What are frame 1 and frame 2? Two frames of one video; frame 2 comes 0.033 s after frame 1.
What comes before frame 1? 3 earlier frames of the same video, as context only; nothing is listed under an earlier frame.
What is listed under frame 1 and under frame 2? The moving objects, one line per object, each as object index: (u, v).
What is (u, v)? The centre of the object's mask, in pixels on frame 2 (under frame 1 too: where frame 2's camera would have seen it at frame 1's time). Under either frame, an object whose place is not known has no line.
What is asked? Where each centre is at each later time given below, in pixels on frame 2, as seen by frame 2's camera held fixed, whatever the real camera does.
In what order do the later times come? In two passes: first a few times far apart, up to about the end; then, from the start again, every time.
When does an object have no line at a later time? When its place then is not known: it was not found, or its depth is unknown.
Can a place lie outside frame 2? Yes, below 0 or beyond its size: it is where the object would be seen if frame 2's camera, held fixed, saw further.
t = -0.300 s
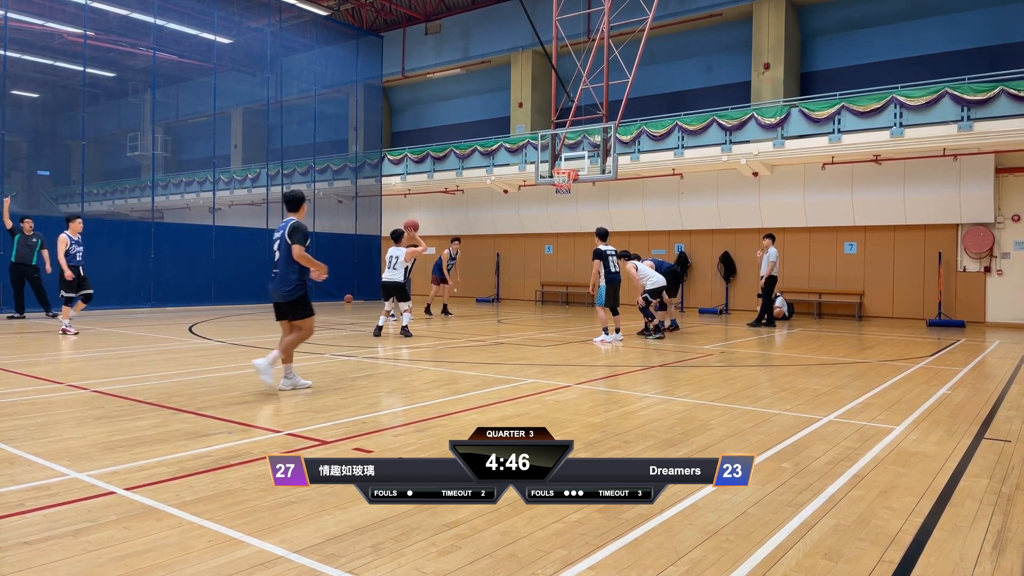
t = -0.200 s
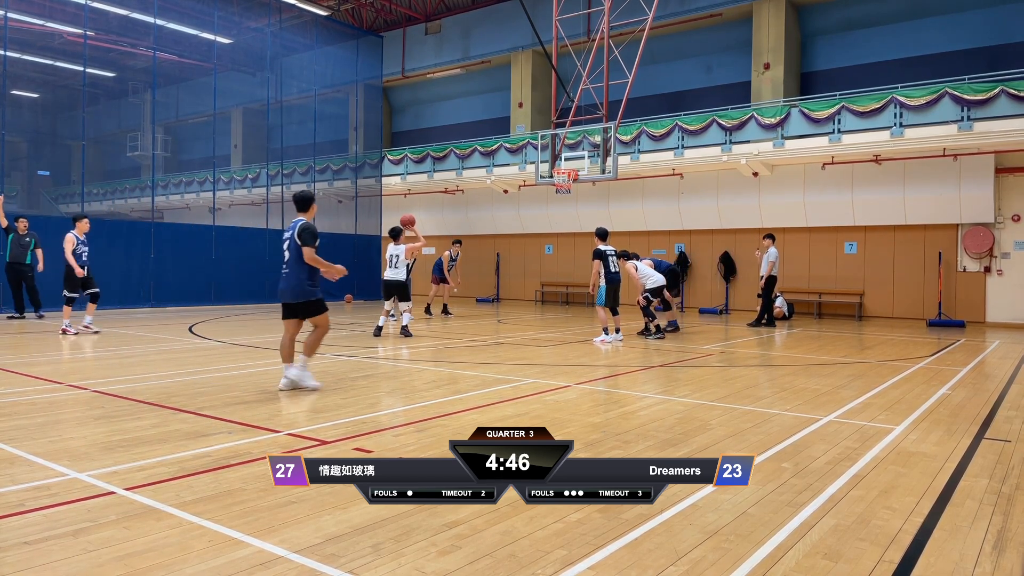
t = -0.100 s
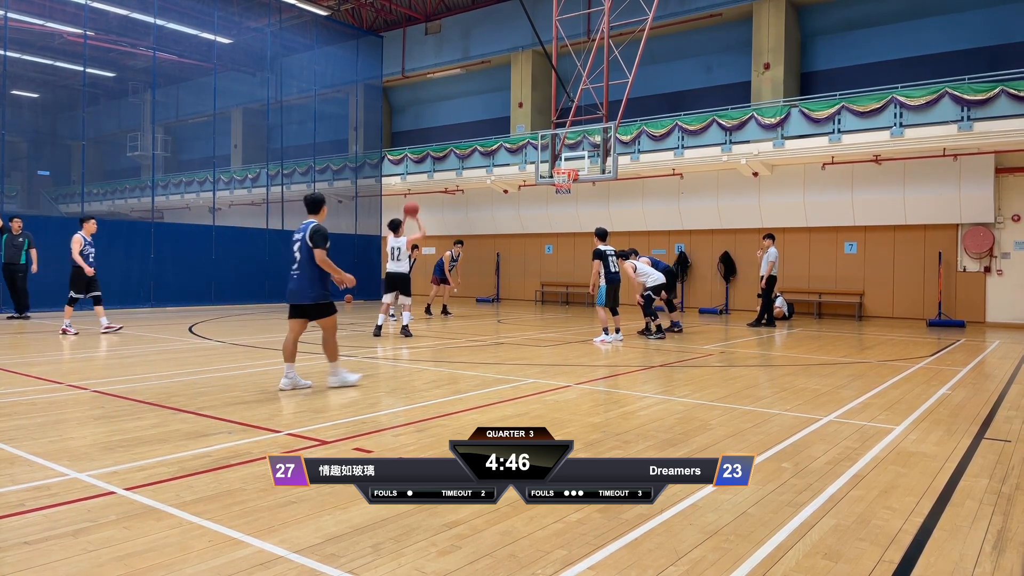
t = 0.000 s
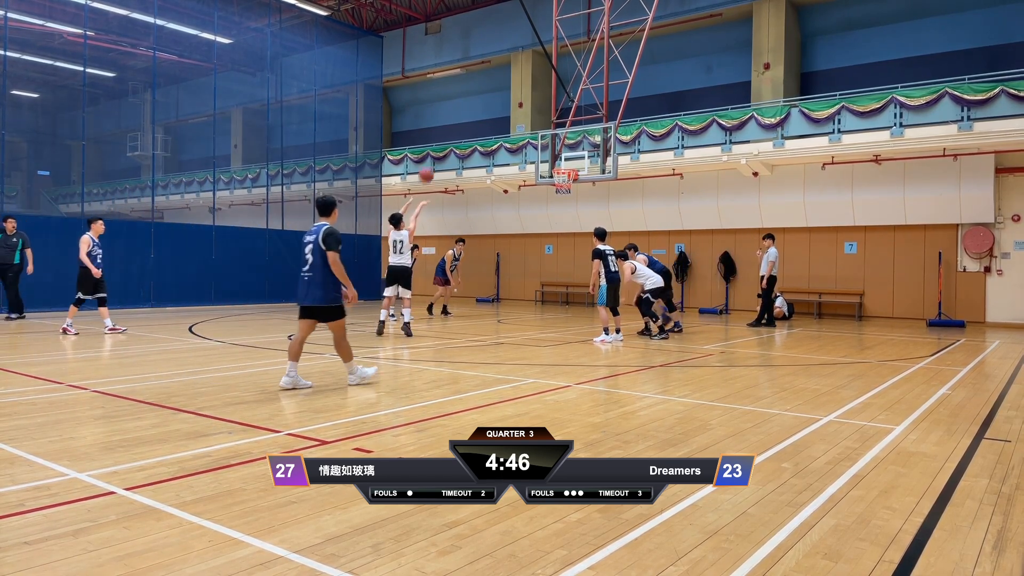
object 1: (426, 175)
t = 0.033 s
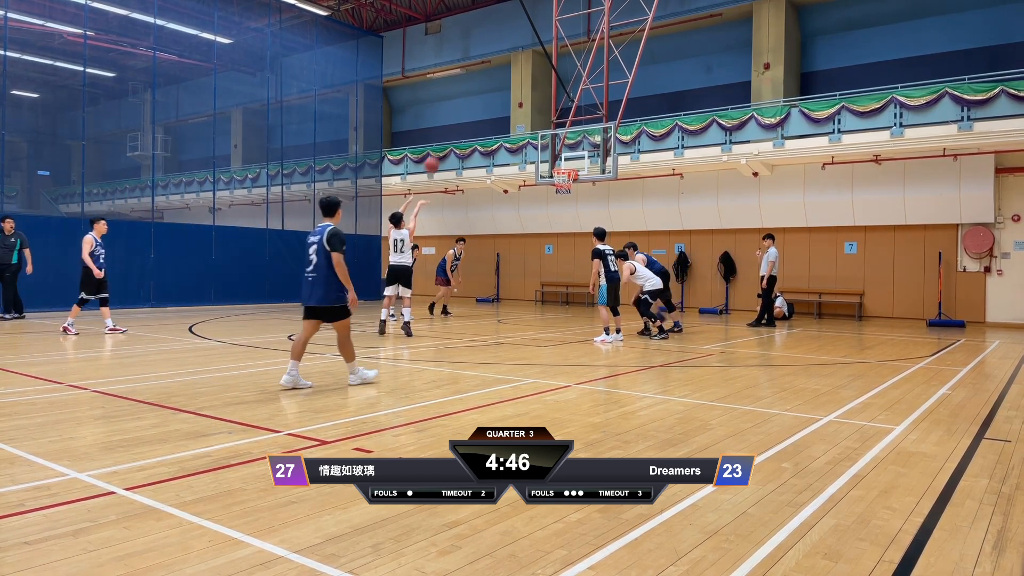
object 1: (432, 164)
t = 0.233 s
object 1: (462, 121)
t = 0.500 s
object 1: (498, 103)
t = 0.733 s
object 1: (524, 119)
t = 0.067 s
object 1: (437, 155)
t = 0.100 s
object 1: (443, 146)
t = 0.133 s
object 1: (448, 138)
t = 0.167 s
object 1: (453, 132)
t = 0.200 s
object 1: (457, 127)
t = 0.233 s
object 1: (462, 121)
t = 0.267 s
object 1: (467, 116)
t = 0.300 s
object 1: (472, 112)
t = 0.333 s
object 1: (477, 109)
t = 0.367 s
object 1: (481, 107)
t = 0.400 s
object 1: (485, 105)
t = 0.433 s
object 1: (490, 104)
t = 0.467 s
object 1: (493, 103)
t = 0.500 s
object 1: (498, 103)
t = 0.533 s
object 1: (502, 104)
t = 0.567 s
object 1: (506, 105)
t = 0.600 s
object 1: (510, 107)
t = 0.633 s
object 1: (513, 109)
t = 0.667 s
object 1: (517, 112)
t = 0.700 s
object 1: (521, 115)
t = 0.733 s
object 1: (524, 119)
